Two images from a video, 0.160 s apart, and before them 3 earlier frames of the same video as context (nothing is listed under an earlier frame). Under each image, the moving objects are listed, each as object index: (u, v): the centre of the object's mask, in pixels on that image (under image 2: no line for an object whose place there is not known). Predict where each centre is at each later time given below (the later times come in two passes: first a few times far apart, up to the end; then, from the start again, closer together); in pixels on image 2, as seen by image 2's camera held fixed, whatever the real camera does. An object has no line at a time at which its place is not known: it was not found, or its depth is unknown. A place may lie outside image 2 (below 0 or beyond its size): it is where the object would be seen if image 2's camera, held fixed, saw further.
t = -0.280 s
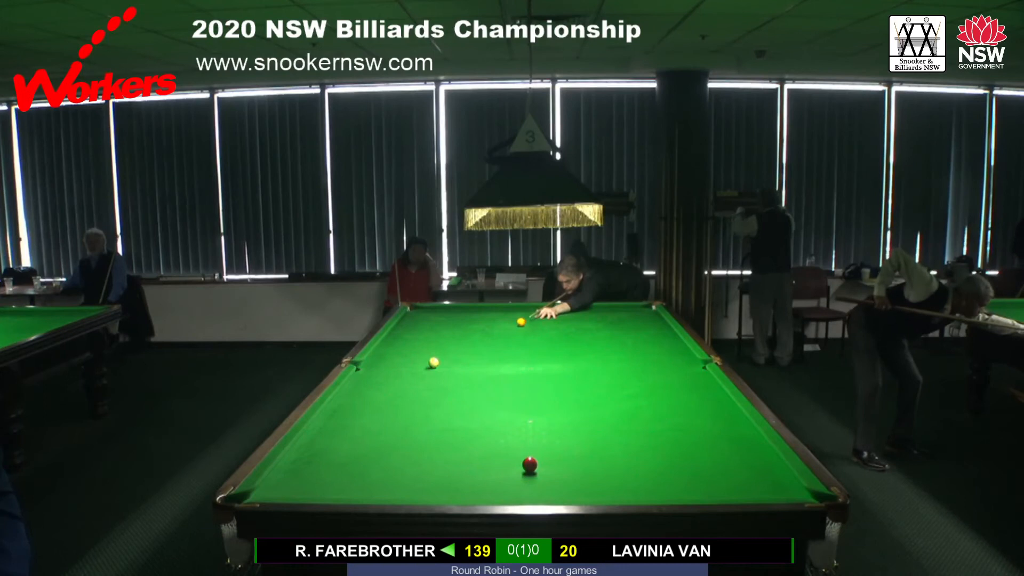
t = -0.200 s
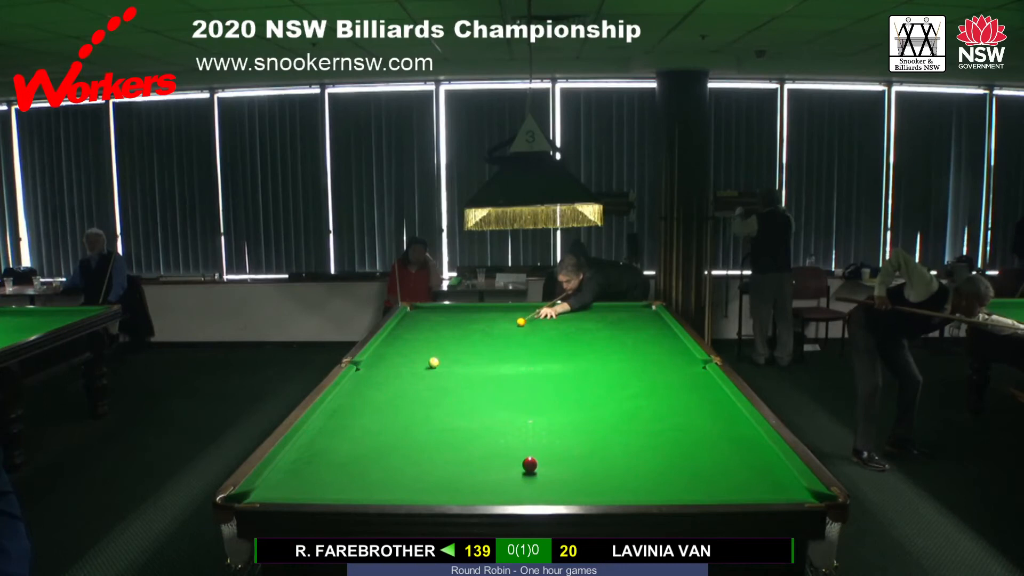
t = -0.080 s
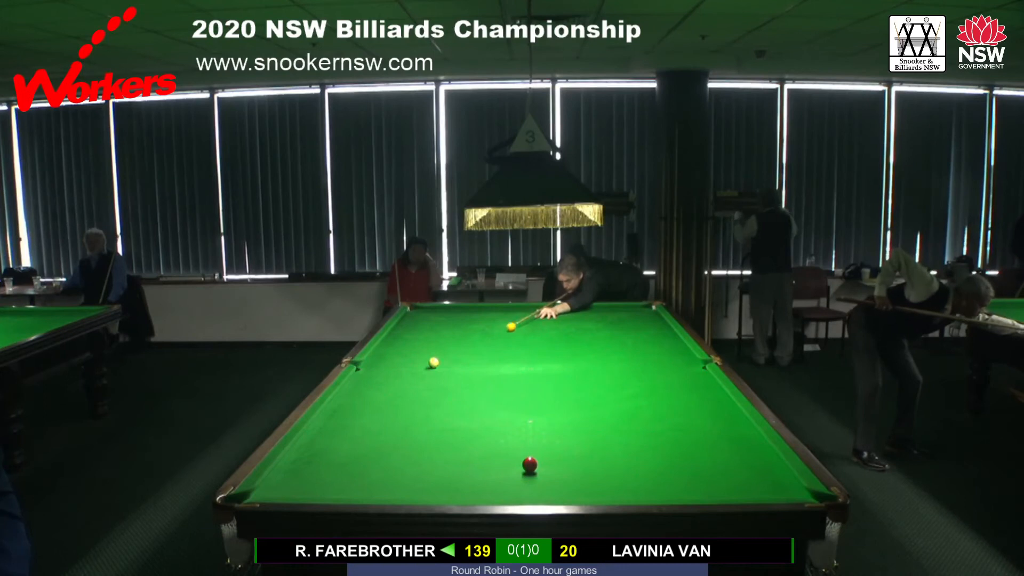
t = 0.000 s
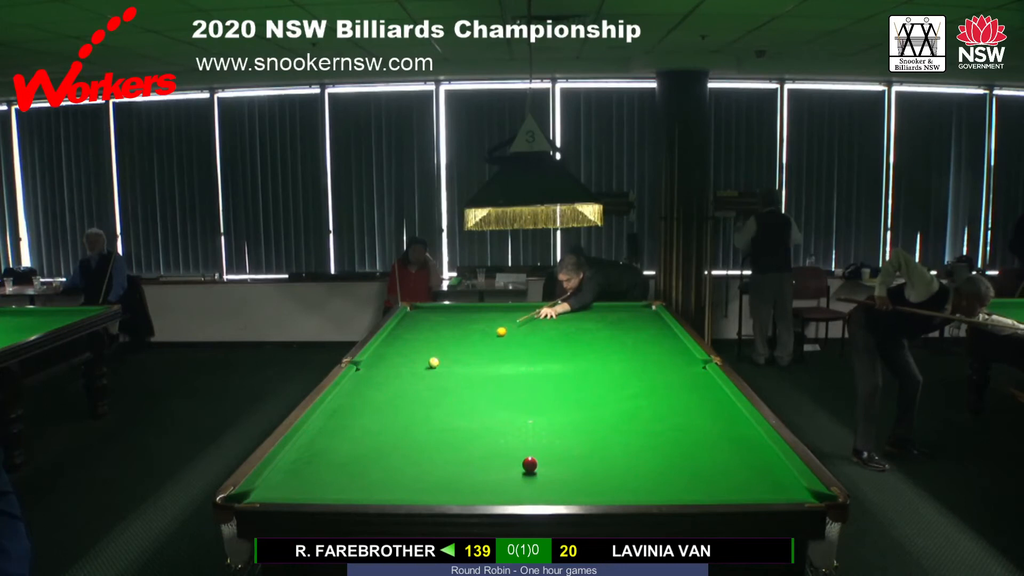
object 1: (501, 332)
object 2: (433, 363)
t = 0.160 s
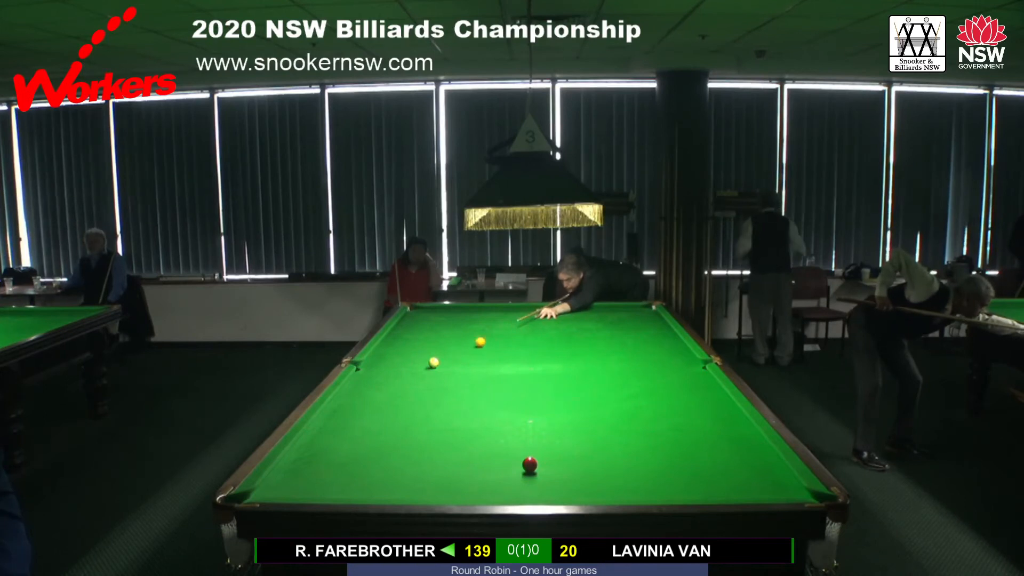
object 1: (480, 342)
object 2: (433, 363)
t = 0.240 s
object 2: (433, 363)
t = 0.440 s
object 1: (445, 363)
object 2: (425, 365)
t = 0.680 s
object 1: (454, 374)
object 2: (376, 374)
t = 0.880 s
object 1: (461, 384)
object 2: (363, 380)
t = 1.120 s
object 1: (469, 399)
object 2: (385, 386)
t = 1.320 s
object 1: (477, 411)
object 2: (404, 392)
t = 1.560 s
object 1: (487, 428)
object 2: (427, 398)
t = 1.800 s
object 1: (498, 447)
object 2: (452, 405)
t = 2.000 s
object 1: (509, 464)
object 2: (472, 410)
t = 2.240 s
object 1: (523, 487)
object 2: (497, 417)
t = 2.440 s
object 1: (535, 492)
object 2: (518, 422)
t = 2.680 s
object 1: (546, 476)
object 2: (543, 429)
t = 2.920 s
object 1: (556, 461)
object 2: (569, 436)
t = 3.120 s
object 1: (563, 450)
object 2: (590, 441)
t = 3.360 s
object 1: (570, 438)
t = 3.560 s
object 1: (575, 429)
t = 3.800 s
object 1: (581, 420)
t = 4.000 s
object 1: (586, 413)
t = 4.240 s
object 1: (590, 405)
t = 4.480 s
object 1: (595, 399)
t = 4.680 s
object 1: (598, 394)
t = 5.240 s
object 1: (606, 382)
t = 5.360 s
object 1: (607, 380)
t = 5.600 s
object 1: (610, 377)
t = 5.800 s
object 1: (612, 374)
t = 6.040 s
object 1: (615, 371)
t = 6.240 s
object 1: (616, 369)
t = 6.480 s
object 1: (617, 367)
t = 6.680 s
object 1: (618, 365)
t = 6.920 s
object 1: (619, 363)
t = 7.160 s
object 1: (620, 362)
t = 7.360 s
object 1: (621, 361)
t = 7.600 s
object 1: (622, 360)
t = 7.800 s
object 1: (622, 360)
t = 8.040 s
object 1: (623, 359)
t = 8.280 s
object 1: (623, 359)
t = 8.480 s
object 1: (623, 359)
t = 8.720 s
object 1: (623, 359)
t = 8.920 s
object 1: (623, 359)
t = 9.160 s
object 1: (623, 359)
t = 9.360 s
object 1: (623, 359)
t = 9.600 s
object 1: (623, 359)
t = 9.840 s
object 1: (623, 359)
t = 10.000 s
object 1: (623, 359)
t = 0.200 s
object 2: (433, 363)
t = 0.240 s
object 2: (433, 363)
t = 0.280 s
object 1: (463, 351)
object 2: (433, 363)
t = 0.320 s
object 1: (457, 354)
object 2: (433, 363)
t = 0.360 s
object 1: (450, 357)
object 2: (433, 363)
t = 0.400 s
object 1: (444, 360)
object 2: (432, 363)
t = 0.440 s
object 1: (445, 363)
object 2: (425, 365)
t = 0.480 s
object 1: (448, 364)
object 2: (416, 366)
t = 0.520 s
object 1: (450, 366)
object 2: (407, 368)
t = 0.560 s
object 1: (451, 368)
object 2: (398, 370)
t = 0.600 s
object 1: (452, 370)
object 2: (391, 371)
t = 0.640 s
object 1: (453, 372)
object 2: (384, 372)
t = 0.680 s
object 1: (454, 374)
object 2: (376, 374)
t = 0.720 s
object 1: (456, 376)
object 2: (368, 375)
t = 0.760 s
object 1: (457, 378)
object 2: (360, 377)
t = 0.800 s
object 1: (458, 380)
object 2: (354, 378)
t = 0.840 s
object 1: (459, 382)
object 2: (359, 379)
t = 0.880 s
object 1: (461, 384)
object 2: (363, 380)
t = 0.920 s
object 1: (462, 387)
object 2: (366, 381)
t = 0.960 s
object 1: (464, 389)
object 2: (370, 382)
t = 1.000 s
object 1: (465, 391)
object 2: (374, 383)
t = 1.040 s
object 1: (466, 394)
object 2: (378, 384)
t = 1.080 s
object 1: (468, 396)
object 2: (381, 385)
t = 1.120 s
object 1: (469, 399)
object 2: (385, 386)
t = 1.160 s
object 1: (471, 401)
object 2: (389, 387)
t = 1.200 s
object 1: (472, 403)
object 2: (393, 388)
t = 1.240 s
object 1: (474, 406)
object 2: (397, 389)
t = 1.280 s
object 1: (475, 409)
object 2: (401, 390)
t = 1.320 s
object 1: (477, 411)
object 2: (404, 392)
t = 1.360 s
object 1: (479, 414)
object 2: (408, 393)
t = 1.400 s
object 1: (480, 417)
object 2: (412, 394)
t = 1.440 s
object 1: (482, 420)
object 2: (416, 395)
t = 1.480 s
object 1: (483, 423)
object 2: (420, 396)
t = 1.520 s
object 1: (485, 426)
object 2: (423, 397)
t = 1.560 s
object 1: (487, 428)
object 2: (427, 398)
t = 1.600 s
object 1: (489, 431)
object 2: (432, 399)
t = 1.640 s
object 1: (490, 434)
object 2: (435, 400)
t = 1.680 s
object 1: (492, 437)
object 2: (439, 401)
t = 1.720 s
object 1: (494, 441)
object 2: (443, 402)
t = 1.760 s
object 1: (496, 444)
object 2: (448, 403)
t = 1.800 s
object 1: (498, 447)
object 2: (452, 405)
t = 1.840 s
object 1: (500, 450)
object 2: (456, 406)
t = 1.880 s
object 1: (502, 454)
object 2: (460, 407)
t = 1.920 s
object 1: (505, 457)
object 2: (464, 408)
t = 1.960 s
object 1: (507, 461)
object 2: (468, 409)
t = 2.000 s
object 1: (509, 464)
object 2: (472, 410)
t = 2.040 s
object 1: (511, 468)
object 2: (476, 411)
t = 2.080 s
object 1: (513, 471)
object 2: (480, 412)
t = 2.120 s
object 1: (515, 475)
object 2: (484, 413)
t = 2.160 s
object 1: (518, 479)
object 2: (488, 415)
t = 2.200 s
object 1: (520, 483)
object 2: (493, 416)
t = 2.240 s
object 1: (523, 487)
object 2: (497, 417)
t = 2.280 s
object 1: (525, 490)
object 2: (501, 418)
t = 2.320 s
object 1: (528, 493)
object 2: (505, 419)
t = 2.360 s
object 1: (530, 495)
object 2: (509, 420)
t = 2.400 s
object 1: (532, 494)
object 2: (514, 422)
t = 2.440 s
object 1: (535, 492)
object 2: (518, 422)
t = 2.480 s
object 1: (537, 490)
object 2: (522, 424)
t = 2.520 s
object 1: (539, 488)
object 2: (526, 425)
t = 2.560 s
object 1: (541, 485)
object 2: (530, 426)
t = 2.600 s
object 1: (542, 482)
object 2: (535, 427)
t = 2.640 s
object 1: (544, 479)
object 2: (539, 428)
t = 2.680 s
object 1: (546, 476)
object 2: (543, 429)
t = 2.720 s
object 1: (548, 473)
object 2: (547, 430)
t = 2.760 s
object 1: (549, 471)
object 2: (552, 431)
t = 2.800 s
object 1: (551, 468)
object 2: (556, 433)
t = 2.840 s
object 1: (553, 465)
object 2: (560, 434)
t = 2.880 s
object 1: (554, 463)
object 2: (565, 435)
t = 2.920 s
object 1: (556, 461)
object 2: (569, 436)
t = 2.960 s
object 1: (557, 458)
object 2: (573, 437)
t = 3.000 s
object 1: (558, 456)
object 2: (577, 438)
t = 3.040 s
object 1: (560, 454)
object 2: (581, 439)
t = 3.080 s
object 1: (561, 452)
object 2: (586, 440)
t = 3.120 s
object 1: (563, 450)
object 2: (590, 441)
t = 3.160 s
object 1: (564, 448)
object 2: (594, 442)
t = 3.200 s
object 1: (565, 446)
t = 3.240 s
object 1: (566, 444)
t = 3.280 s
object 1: (568, 442)
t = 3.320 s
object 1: (569, 440)
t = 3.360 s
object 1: (570, 438)
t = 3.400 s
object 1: (571, 436)
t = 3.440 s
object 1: (572, 434)
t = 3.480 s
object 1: (573, 433)
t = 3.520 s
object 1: (574, 431)
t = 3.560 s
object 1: (575, 429)
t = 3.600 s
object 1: (576, 428)
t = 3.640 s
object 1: (578, 426)
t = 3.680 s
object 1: (579, 424)
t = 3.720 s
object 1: (579, 423)
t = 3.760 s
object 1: (581, 422)
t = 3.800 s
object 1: (581, 420)
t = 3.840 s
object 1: (582, 418)
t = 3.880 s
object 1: (583, 417)
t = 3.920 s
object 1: (584, 416)
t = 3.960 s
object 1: (585, 414)
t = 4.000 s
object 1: (586, 413)
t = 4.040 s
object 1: (587, 412)
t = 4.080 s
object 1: (587, 410)
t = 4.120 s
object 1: (588, 409)
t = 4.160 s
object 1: (589, 408)
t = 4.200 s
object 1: (590, 406)
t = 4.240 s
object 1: (590, 405)
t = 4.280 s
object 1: (591, 404)
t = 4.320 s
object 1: (592, 403)
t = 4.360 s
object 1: (593, 402)
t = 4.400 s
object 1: (593, 401)
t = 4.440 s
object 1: (594, 400)
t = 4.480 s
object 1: (595, 399)
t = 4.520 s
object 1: (595, 398)
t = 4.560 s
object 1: (596, 397)
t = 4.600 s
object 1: (597, 396)
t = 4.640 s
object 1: (597, 395)
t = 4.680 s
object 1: (598, 394)
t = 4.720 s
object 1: (599, 393)
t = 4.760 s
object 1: (599, 392)
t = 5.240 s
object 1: (606, 382)
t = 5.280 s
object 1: (606, 381)
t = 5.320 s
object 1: (607, 381)
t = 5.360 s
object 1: (607, 380)
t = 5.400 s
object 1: (608, 379)
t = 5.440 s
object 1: (608, 379)
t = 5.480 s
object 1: (609, 378)
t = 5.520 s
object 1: (609, 378)
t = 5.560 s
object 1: (610, 377)
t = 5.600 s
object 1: (610, 377)
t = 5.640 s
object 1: (611, 376)
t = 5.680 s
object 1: (611, 376)
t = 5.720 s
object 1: (611, 375)
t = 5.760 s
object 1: (612, 374)
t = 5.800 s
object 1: (612, 374)
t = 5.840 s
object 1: (613, 373)
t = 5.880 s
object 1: (613, 373)
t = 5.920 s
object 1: (614, 373)
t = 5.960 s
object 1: (614, 372)
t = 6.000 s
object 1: (614, 371)
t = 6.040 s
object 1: (615, 371)
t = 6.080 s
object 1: (615, 371)
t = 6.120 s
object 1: (615, 370)
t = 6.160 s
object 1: (615, 370)
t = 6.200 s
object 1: (616, 369)
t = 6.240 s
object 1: (616, 369)
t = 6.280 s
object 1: (616, 369)
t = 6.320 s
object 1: (616, 368)
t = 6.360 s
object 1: (616, 368)
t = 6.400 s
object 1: (617, 367)
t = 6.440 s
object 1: (617, 367)
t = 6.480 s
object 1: (617, 367)
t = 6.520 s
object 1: (617, 366)
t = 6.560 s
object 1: (618, 366)
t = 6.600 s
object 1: (618, 366)
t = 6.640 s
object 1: (618, 365)
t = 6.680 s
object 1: (618, 365)
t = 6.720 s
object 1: (618, 365)
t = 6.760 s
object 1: (619, 365)
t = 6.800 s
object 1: (619, 364)
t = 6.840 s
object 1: (619, 364)
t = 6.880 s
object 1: (619, 364)
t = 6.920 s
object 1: (619, 363)
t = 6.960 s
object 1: (620, 363)
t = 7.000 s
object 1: (620, 363)
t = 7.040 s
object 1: (620, 363)
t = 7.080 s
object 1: (620, 362)
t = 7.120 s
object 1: (620, 362)
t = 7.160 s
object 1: (620, 362)
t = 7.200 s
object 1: (621, 362)
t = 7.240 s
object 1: (621, 362)
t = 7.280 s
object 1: (621, 361)
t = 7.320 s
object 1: (621, 361)
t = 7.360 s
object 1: (621, 361)
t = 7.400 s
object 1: (621, 361)
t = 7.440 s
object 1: (621, 361)
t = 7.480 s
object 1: (621, 361)
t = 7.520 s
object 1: (622, 360)
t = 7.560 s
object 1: (622, 360)
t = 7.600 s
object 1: (622, 360)
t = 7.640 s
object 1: (622, 360)
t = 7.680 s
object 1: (622, 360)
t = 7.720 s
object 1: (622, 360)
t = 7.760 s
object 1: (622, 360)
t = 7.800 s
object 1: (622, 360)
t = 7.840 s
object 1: (623, 360)
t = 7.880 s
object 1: (623, 359)
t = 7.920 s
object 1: (623, 360)
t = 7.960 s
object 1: (623, 359)
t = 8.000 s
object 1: (623, 359)
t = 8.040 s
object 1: (623, 359)
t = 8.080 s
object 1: (623, 359)
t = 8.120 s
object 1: (623, 359)
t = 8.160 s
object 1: (623, 359)
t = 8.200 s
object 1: (623, 359)
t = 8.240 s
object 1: (623, 359)
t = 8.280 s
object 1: (623, 359)
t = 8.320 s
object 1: (623, 359)
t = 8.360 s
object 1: (623, 359)
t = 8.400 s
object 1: (623, 359)
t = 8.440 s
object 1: (623, 359)
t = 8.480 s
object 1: (623, 359)
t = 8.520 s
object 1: (623, 359)
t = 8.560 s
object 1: (623, 359)
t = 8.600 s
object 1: (623, 359)
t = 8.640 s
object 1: (623, 359)
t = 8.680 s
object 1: (623, 359)
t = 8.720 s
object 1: (623, 359)
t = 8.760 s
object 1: (623, 359)
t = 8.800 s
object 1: (623, 359)
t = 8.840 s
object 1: (623, 359)
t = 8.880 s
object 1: (623, 359)
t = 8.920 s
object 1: (623, 359)
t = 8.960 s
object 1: (623, 359)
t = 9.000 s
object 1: (623, 359)
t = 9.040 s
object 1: (623, 359)
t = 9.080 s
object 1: (623, 359)
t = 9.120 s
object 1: (623, 359)
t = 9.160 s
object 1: (623, 359)
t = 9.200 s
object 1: (623, 359)
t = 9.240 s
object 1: (623, 359)
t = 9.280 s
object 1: (623, 359)
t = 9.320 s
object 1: (623, 359)
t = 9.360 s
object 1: (623, 359)
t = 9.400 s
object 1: (623, 359)
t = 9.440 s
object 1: (623, 359)
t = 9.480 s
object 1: (623, 359)
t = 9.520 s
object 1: (623, 359)
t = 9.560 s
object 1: (623, 359)
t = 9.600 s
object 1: (623, 359)
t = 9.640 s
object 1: (623, 359)
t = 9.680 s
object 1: (623, 359)
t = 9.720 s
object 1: (623, 359)
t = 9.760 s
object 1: (623, 359)
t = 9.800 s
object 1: (623, 359)
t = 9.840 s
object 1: (623, 359)
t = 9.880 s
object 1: (623, 359)
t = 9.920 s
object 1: (623, 359)
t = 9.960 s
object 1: (623, 359)
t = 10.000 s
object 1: (623, 359)
